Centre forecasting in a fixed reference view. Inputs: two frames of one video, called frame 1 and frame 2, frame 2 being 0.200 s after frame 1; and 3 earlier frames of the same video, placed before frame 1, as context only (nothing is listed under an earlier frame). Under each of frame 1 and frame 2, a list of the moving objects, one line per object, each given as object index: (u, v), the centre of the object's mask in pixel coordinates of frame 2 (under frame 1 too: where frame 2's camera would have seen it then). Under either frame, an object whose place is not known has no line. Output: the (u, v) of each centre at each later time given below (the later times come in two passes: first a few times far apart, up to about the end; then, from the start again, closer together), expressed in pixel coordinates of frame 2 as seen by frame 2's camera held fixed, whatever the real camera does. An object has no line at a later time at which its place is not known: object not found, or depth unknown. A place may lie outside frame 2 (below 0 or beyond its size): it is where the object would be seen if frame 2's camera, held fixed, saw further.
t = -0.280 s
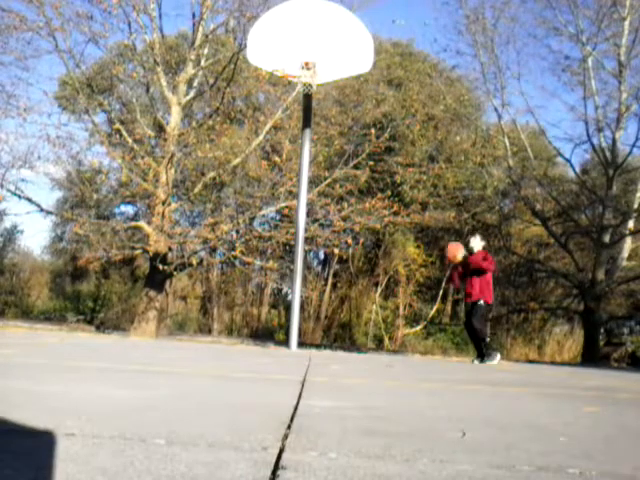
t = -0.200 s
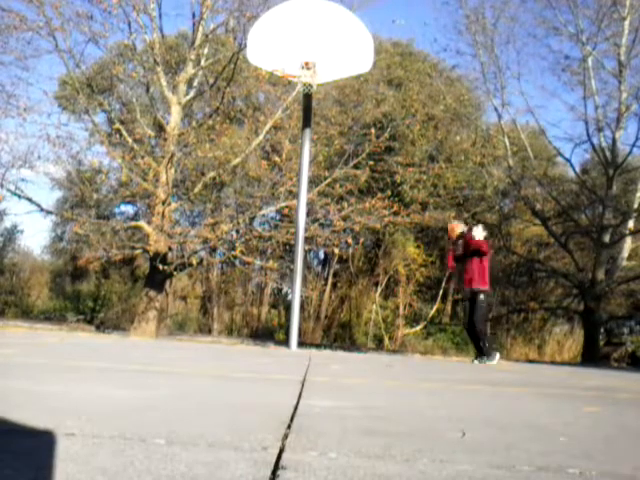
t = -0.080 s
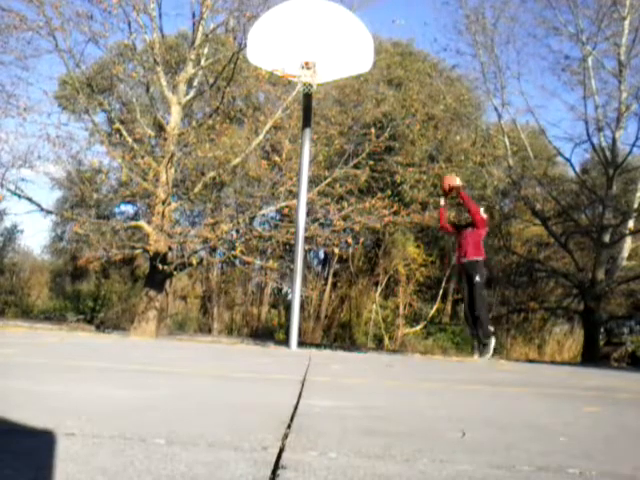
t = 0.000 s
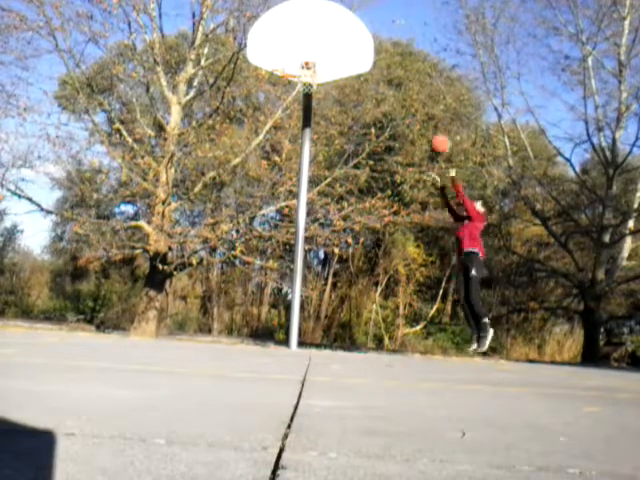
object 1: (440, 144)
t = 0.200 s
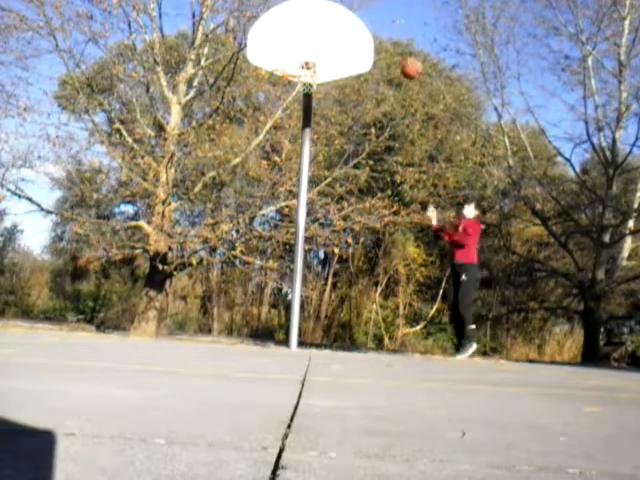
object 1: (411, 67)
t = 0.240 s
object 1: (405, 57)
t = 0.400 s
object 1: (381, 24)
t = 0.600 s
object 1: (350, 10)
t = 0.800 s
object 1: (313, 31)
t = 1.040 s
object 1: (302, 102)
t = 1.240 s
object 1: (302, 197)
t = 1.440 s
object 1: (300, 328)
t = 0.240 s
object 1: (405, 57)
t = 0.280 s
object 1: (400, 47)
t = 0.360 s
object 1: (388, 30)
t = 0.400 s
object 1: (381, 24)
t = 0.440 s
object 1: (375, 18)
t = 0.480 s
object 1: (369, 14)
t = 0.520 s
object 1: (363, 11)
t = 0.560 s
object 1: (356, 10)
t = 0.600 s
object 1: (350, 10)
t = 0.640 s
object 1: (342, 10)
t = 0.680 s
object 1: (335, 14)
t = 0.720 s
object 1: (329, 19)
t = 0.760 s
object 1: (321, 24)
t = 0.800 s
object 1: (313, 31)
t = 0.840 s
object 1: (306, 40)
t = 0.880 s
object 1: (302, 50)
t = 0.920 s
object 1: (301, 62)
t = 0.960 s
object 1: (304, 73)
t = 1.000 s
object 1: (302, 88)
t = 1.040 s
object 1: (302, 102)
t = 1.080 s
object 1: (302, 118)
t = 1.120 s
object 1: (303, 135)
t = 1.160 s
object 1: (303, 154)
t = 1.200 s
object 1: (304, 176)
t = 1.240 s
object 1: (302, 197)
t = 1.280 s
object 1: (303, 221)
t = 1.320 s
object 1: (304, 247)
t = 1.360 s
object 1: (302, 273)
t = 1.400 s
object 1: (302, 299)
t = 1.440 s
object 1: (300, 328)
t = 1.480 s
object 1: (303, 336)
